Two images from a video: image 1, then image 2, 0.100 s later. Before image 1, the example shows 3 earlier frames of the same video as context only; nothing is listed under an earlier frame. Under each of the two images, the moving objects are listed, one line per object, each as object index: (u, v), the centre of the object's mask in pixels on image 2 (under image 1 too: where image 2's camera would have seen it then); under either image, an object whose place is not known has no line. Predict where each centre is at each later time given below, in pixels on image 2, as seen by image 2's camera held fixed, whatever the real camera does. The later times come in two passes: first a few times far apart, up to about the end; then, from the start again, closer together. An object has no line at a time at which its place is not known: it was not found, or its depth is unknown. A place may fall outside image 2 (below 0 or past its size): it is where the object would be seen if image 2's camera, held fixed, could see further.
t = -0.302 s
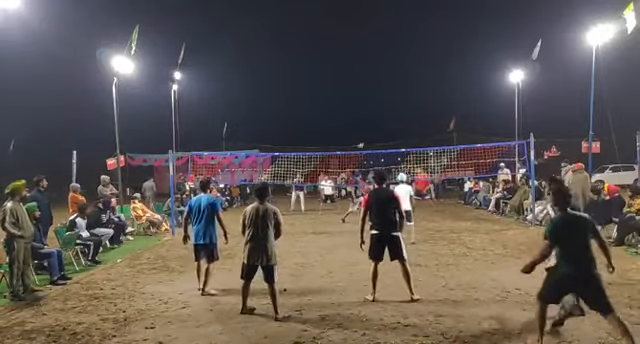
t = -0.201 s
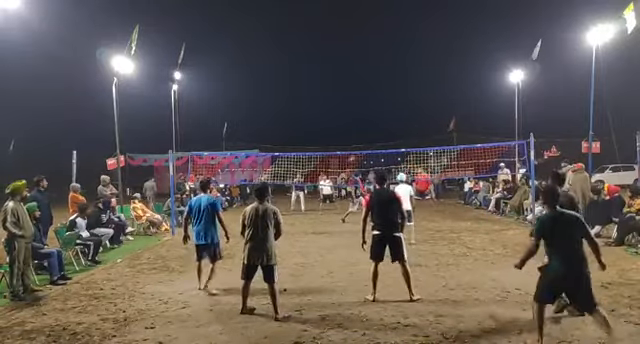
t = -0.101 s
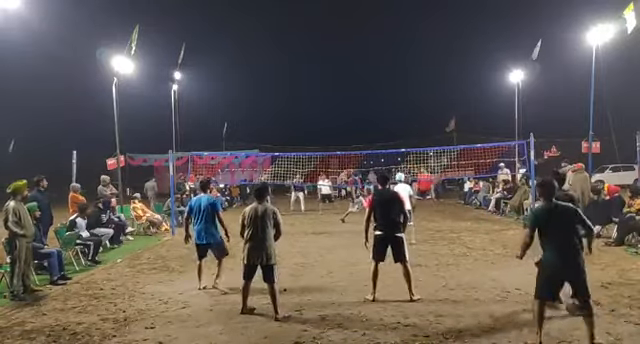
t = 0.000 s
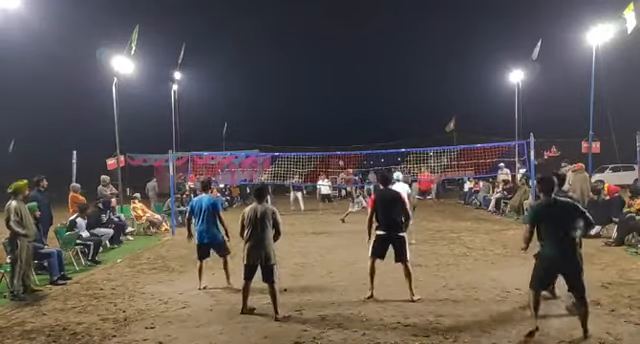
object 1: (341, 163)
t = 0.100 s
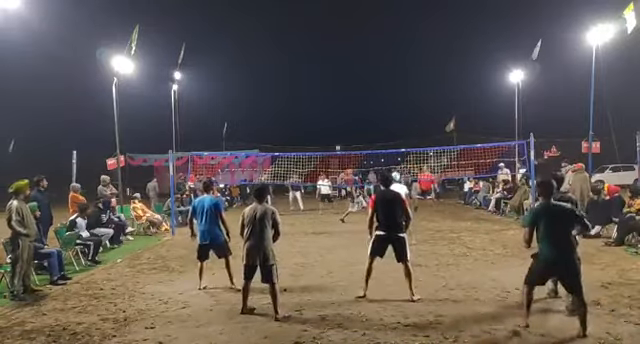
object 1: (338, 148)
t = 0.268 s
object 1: (333, 126)
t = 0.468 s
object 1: (327, 106)
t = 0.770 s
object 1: (315, 95)
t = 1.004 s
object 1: (304, 114)
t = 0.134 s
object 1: (337, 143)
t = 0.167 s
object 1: (336, 139)
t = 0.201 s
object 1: (335, 134)
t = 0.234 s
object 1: (334, 130)
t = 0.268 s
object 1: (333, 126)
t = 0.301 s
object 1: (332, 122)
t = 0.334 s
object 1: (331, 118)
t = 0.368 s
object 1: (330, 115)
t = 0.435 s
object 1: (328, 108)
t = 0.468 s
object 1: (327, 106)
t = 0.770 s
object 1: (315, 95)
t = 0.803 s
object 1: (314, 96)
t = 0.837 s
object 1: (313, 97)
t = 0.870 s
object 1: (311, 99)
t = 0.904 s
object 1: (309, 102)
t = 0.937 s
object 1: (308, 106)
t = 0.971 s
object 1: (306, 110)
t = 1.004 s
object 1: (304, 114)
